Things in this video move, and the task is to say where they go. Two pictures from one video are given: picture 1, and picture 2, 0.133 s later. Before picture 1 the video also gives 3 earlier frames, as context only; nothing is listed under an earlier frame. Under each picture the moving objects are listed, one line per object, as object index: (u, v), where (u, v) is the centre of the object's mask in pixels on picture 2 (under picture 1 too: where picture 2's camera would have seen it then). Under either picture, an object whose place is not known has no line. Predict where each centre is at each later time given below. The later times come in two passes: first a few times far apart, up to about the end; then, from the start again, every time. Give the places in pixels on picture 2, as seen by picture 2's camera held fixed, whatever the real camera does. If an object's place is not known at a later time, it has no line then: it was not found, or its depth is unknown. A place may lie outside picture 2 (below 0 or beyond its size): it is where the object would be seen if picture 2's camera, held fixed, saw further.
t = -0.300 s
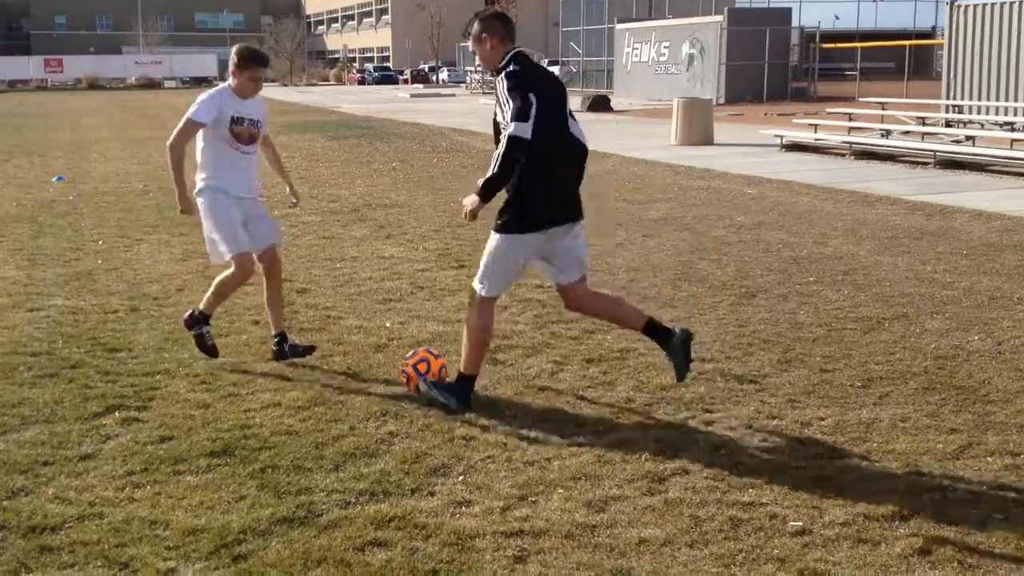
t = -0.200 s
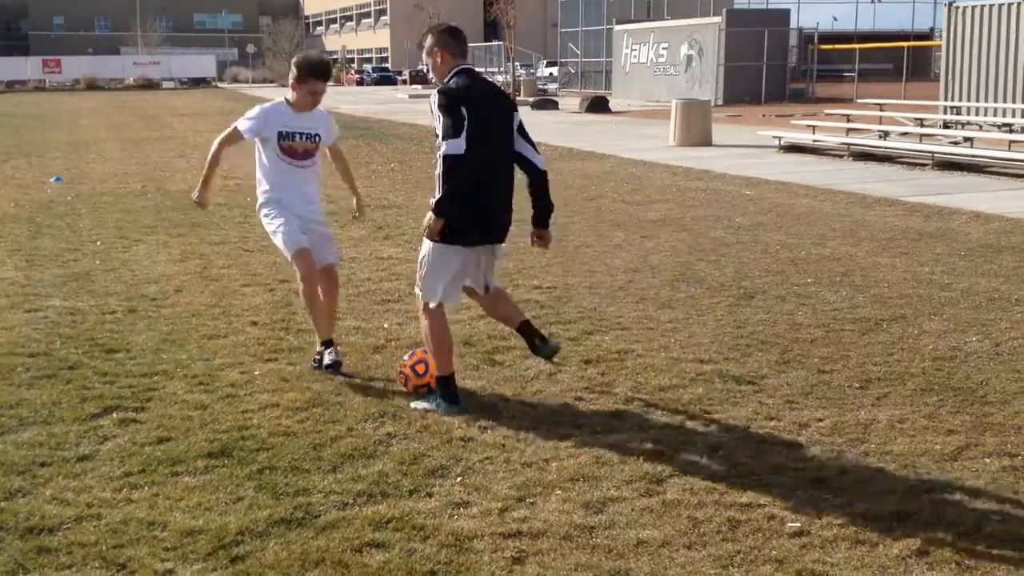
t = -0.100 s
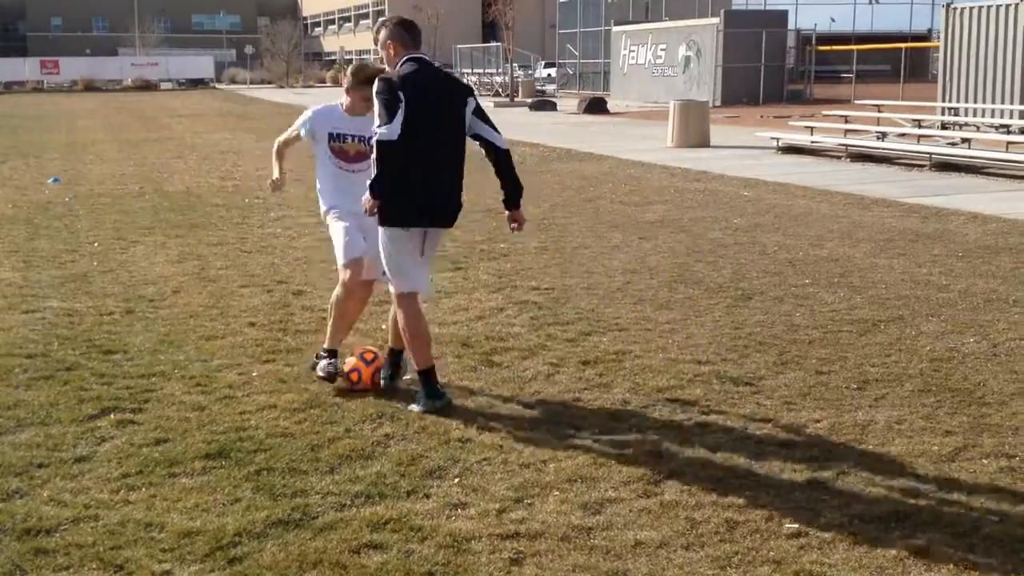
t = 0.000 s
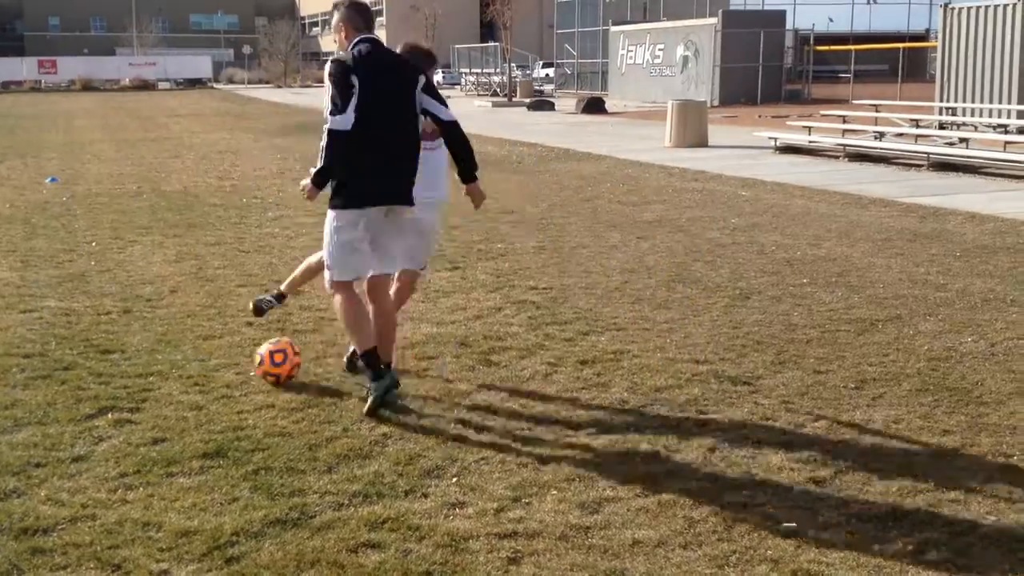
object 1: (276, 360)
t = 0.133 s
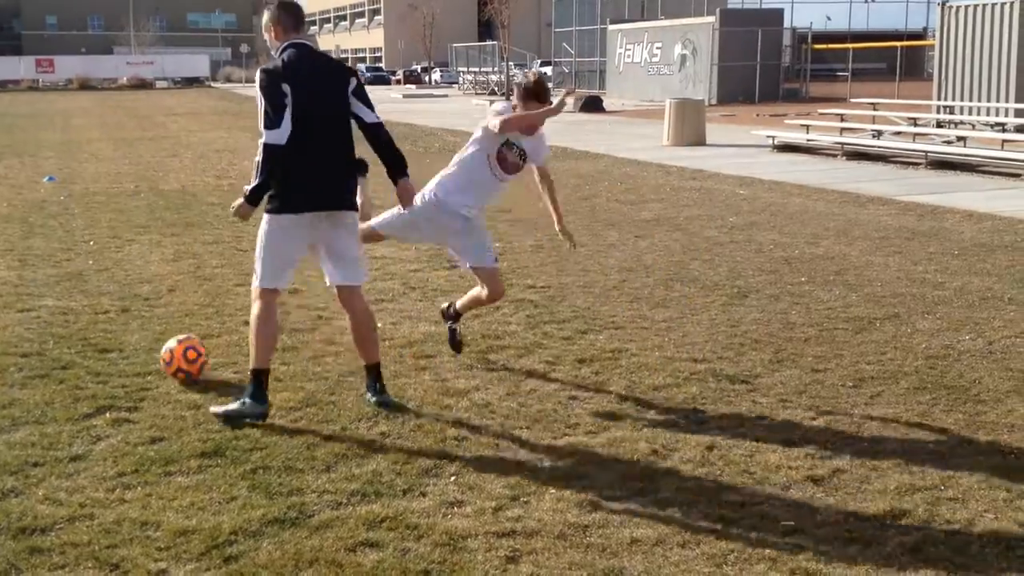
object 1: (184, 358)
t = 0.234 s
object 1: (124, 363)
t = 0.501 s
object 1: (14, 366)
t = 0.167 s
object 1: (164, 358)
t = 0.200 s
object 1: (143, 359)
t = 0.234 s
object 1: (124, 363)
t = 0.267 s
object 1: (106, 363)
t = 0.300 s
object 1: (90, 363)
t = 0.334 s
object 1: (74, 364)
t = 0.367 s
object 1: (59, 363)
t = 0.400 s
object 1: (45, 363)
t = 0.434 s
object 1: (30, 365)
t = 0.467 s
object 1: (20, 366)
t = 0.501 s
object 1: (14, 366)
